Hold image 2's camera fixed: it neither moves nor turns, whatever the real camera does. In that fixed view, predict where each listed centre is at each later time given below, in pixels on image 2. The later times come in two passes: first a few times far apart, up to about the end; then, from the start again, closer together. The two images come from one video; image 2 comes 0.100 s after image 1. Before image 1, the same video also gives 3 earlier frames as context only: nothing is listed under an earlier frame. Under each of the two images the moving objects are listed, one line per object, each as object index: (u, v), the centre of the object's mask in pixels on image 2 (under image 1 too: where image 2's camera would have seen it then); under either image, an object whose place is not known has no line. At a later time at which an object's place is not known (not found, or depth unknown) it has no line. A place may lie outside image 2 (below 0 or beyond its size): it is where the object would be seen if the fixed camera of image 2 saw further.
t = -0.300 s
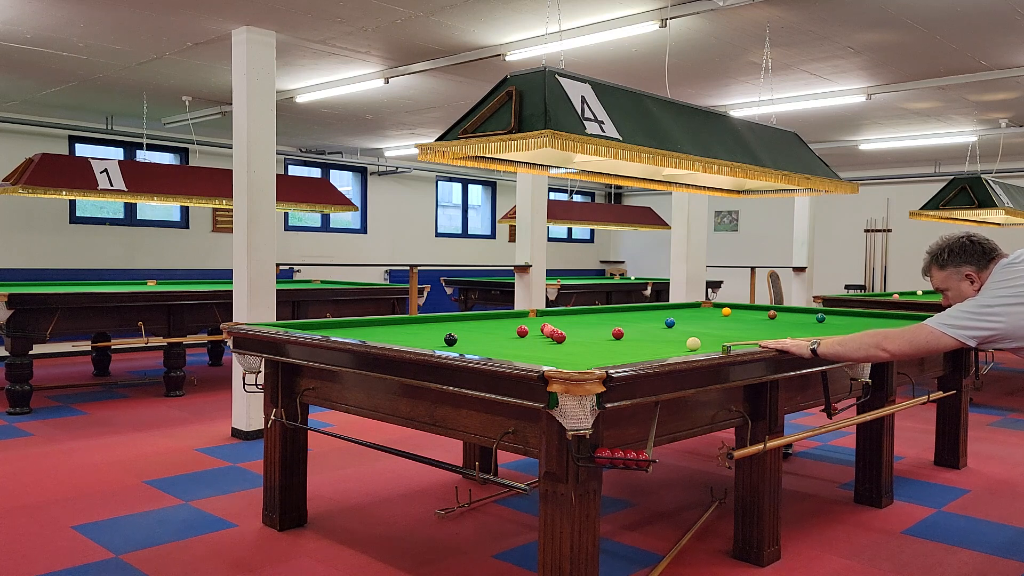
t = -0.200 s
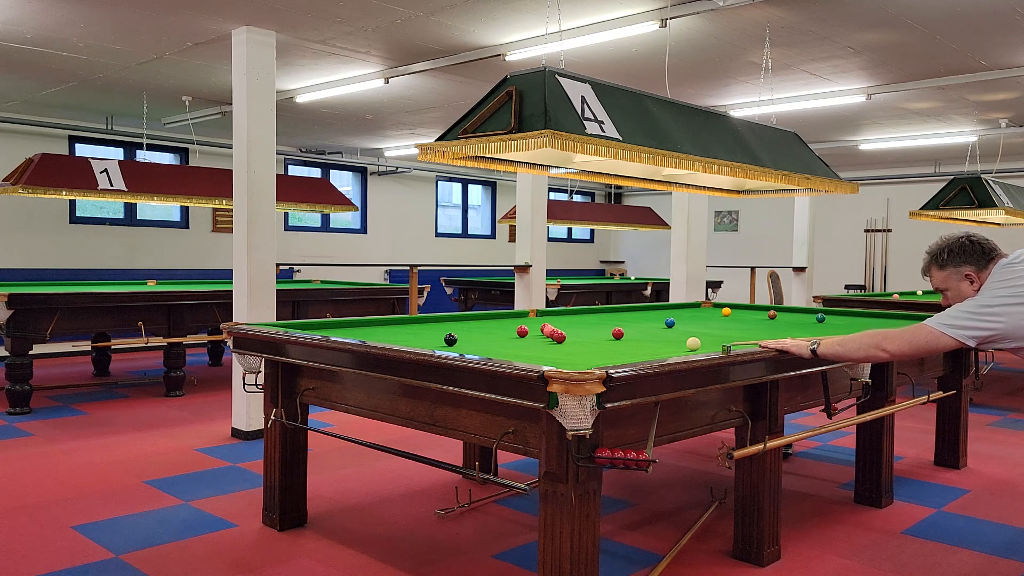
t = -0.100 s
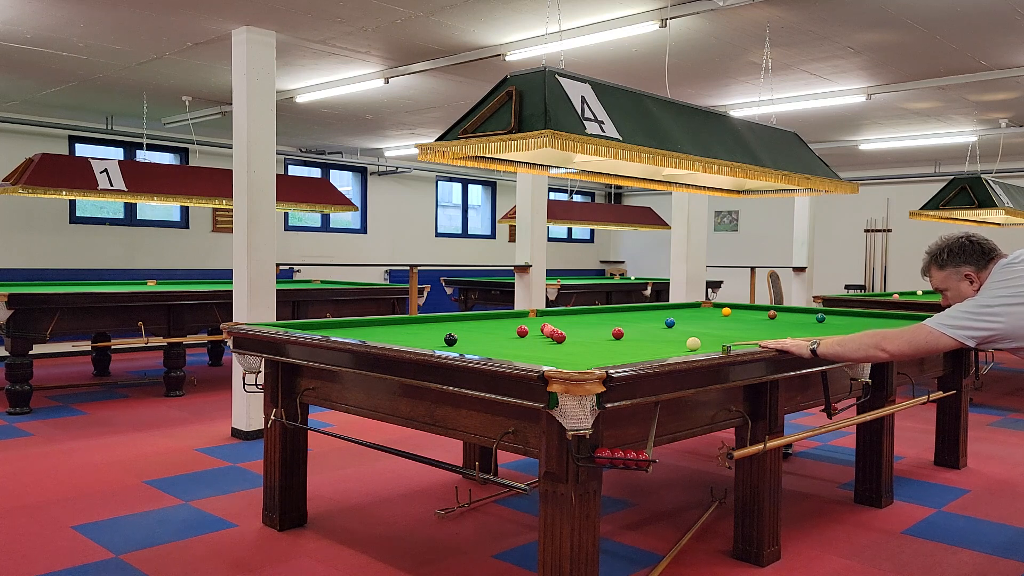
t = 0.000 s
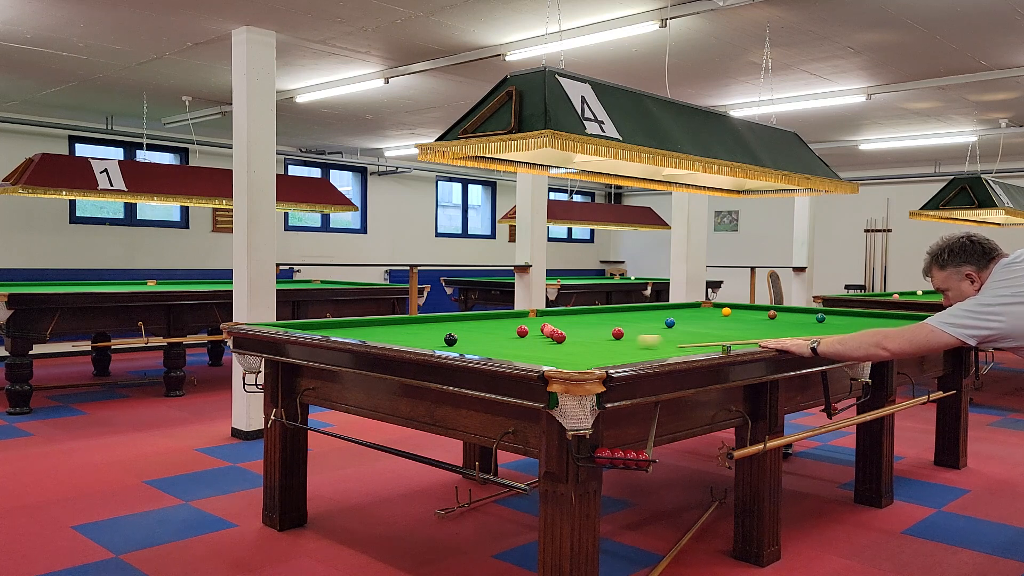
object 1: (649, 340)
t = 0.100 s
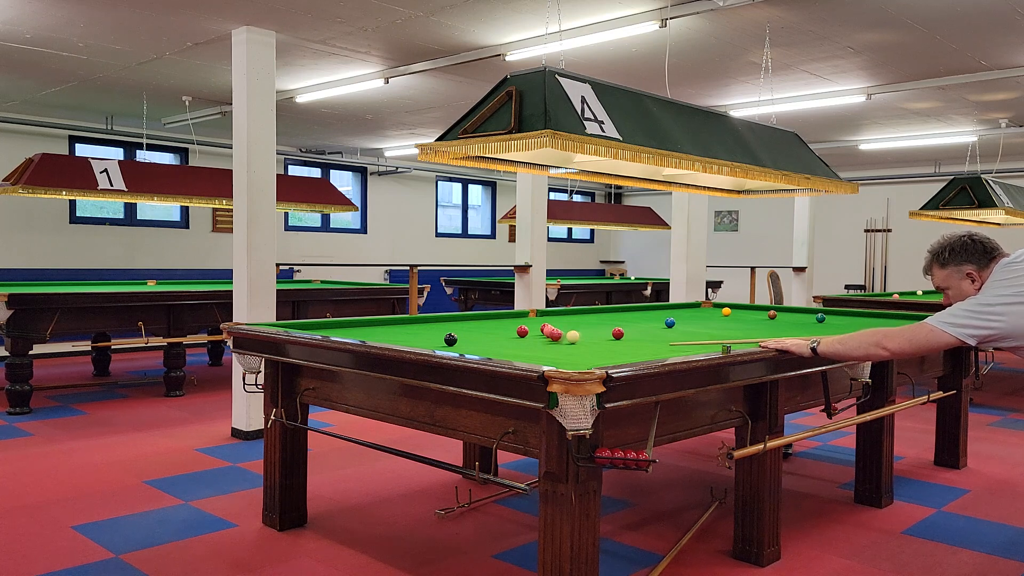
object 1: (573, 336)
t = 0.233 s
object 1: (576, 334)
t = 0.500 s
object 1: (587, 332)
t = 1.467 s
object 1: (617, 325)
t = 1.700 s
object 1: (623, 325)
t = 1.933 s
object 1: (628, 324)
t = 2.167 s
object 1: (632, 324)
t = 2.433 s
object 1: (636, 322)
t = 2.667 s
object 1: (640, 322)
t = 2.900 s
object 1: (643, 321)
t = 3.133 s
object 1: (645, 321)
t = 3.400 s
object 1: (647, 320)
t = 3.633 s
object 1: (649, 320)
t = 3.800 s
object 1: (648, 318)
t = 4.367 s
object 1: (652, 318)
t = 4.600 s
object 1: (652, 318)
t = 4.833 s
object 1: (652, 318)
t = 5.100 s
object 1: (652, 318)
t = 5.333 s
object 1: (652, 318)
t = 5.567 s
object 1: (652, 318)
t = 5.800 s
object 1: (652, 318)
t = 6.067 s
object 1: (652, 318)
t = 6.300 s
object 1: (652, 318)
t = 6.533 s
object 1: (652, 318)
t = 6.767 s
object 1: (652, 318)
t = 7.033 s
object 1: (652, 318)
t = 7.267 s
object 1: (652, 318)
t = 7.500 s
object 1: (652, 318)
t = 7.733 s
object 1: (652, 318)
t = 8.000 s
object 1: (652, 318)
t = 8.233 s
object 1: (652, 318)
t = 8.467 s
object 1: (652, 318)
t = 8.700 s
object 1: (652, 318)
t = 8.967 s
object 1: (652, 318)
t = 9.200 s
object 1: (652, 318)
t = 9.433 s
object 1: (652, 318)
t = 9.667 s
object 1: (652, 318)
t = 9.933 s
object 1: (652, 318)
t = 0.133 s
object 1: (572, 336)
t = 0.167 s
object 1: (573, 335)
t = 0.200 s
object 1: (573, 335)
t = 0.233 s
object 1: (576, 334)
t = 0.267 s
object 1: (577, 334)
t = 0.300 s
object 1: (579, 334)
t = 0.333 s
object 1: (580, 334)
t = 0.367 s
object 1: (582, 333)
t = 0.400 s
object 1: (583, 333)
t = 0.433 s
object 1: (585, 333)
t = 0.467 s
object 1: (586, 333)
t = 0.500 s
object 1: (587, 332)
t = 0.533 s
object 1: (589, 332)
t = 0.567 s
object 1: (590, 332)
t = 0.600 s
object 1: (591, 332)
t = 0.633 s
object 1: (592, 331)
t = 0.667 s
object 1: (594, 331)
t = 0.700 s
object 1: (595, 331)
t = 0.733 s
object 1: (596, 331)
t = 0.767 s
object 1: (597, 331)
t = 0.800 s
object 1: (598, 330)
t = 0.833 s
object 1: (599, 330)
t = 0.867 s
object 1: (600, 330)
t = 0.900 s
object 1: (601, 330)
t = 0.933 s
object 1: (602, 329)
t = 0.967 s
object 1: (603, 329)
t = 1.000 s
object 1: (604, 329)
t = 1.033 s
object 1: (605, 329)
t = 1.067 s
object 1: (606, 329)
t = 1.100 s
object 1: (607, 328)
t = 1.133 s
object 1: (608, 328)
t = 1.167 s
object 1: (609, 328)
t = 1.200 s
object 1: (610, 327)
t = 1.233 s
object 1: (611, 327)
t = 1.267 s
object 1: (611, 327)
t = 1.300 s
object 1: (612, 327)
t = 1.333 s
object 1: (613, 326)
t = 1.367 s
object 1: (614, 326)
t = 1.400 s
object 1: (615, 325)
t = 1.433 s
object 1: (616, 325)
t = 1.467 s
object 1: (617, 325)
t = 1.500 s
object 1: (618, 325)
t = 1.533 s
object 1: (619, 325)
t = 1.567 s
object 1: (620, 325)
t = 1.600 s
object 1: (621, 325)
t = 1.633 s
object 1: (622, 325)
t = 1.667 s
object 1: (622, 325)
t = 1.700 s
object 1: (623, 325)
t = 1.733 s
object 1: (624, 325)
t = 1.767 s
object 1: (625, 325)
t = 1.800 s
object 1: (625, 325)
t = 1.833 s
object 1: (626, 325)
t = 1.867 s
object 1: (626, 325)
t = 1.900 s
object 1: (627, 325)
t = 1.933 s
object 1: (628, 324)
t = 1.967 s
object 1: (628, 324)
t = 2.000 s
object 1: (629, 324)
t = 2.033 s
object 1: (630, 324)
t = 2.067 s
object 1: (630, 324)
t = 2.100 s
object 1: (631, 324)
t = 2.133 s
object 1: (631, 324)
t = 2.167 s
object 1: (632, 324)
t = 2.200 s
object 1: (633, 323)
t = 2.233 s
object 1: (633, 323)
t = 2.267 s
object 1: (634, 323)
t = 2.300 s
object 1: (635, 323)
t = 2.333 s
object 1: (635, 323)
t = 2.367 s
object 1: (635, 323)
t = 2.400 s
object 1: (636, 323)
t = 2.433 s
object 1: (636, 322)
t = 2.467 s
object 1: (637, 322)
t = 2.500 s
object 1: (638, 322)
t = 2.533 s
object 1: (638, 322)
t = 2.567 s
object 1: (638, 322)
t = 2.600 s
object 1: (639, 322)
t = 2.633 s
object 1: (639, 322)
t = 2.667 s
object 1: (640, 322)
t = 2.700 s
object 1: (640, 322)
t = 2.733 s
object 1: (641, 322)
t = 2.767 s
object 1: (641, 322)
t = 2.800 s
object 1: (641, 321)
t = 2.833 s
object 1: (642, 321)
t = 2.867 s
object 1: (642, 321)
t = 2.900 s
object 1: (643, 321)
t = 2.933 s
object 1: (643, 321)
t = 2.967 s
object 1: (643, 321)
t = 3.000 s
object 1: (644, 321)
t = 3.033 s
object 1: (644, 321)
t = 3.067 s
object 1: (645, 321)
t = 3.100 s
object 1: (645, 321)
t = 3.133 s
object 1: (645, 321)
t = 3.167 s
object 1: (645, 321)
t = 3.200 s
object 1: (646, 320)
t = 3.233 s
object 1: (646, 320)
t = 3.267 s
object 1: (646, 320)
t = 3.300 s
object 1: (647, 320)
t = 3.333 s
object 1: (647, 320)
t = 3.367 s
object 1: (647, 320)
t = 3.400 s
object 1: (647, 320)
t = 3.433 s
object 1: (648, 320)
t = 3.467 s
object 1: (648, 320)
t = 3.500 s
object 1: (648, 320)
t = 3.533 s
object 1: (649, 320)
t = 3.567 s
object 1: (650, 319)
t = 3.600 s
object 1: (649, 320)
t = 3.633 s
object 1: (649, 320)
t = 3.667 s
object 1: (650, 320)
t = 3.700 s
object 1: (650, 320)
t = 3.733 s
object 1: (650, 319)
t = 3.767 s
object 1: (650, 319)
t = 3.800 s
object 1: (648, 318)
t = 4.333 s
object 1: (652, 318)
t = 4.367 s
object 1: (652, 318)
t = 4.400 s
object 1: (652, 318)
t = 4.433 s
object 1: (652, 318)
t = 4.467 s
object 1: (652, 318)
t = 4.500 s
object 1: (652, 318)
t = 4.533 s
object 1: (652, 318)
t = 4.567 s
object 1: (652, 318)
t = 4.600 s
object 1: (652, 318)
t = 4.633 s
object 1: (652, 318)
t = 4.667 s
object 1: (652, 318)
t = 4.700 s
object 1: (652, 318)
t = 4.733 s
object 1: (652, 318)
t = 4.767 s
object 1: (652, 318)
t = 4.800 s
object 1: (652, 318)
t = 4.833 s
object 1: (652, 318)
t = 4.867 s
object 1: (652, 318)
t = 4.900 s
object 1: (652, 318)
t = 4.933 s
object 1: (652, 318)
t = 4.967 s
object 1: (652, 318)
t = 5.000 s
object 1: (652, 318)
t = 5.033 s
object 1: (652, 318)
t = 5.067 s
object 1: (652, 318)
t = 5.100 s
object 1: (652, 318)
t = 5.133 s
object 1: (652, 318)
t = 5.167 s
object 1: (652, 318)
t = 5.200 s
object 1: (652, 318)
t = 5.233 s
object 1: (652, 318)
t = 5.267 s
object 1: (652, 318)
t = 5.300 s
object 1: (652, 318)
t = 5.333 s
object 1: (652, 318)
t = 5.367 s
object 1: (652, 318)
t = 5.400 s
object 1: (652, 318)
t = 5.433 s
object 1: (652, 318)
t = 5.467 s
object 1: (652, 318)
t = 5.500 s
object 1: (652, 318)
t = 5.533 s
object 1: (652, 318)
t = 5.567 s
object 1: (652, 318)
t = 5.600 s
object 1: (652, 318)
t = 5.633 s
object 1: (652, 318)
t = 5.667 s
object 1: (652, 318)
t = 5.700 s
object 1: (652, 318)
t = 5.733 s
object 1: (652, 318)
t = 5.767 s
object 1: (652, 318)
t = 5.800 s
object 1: (652, 318)
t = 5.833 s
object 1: (652, 318)
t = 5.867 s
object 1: (652, 318)
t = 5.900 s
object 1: (652, 318)
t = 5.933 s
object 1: (652, 318)
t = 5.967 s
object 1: (652, 318)
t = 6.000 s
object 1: (652, 318)
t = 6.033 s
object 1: (652, 318)
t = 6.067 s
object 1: (652, 318)
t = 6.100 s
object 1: (652, 318)
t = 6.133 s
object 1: (652, 318)
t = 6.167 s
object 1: (652, 318)
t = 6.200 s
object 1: (652, 318)
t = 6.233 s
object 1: (652, 318)
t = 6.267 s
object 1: (652, 318)
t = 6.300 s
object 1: (652, 318)
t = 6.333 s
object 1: (652, 318)
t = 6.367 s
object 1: (652, 318)
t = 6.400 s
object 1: (652, 318)
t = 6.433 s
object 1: (652, 318)
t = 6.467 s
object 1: (652, 318)
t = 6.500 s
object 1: (652, 318)
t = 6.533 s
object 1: (652, 318)
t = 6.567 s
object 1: (652, 318)
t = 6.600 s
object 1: (652, 318)
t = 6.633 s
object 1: (652, 318)
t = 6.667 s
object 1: (652, 318)
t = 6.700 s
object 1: (652, 318)
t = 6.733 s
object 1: (652, 318)
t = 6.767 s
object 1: (652, 318)
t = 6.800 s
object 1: (652, 318)
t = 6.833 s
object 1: (652, 318)
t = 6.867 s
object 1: (652, 318)
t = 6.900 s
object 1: (652, 318)
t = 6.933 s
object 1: (652, 318)
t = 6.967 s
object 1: (652, 318)
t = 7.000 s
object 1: (652, 318)
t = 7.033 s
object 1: (652, 318)
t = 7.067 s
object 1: (652, 318)
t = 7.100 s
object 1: (652, 318)
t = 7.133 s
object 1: (652, 318)
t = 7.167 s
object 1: (652, 318)
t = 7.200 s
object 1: (652, 318)
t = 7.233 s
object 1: (652, 318)
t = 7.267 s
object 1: (652, 318)
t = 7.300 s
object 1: (652, 318)
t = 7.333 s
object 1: (652, 318)
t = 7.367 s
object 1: (652, 318)
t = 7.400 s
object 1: (652, 318)
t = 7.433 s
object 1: (652, 318)
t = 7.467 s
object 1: (652, 318)
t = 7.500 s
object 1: (652, 318)
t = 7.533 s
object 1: (652, 318)
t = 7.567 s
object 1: (652, 318)
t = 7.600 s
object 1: (652, 318)
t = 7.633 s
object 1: (652, 318)
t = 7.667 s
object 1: (652, 318)
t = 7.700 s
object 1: (652, 318)
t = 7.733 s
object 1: (652, 318)
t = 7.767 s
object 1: (652, 318)
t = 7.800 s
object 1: (652, 318)
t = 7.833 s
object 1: (652, 318)
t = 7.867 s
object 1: (652, 318)
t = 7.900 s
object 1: (652, 318)
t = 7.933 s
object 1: (652, 318)
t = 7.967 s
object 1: (652, 318)
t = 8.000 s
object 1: (652, 318)
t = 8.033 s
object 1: (652, 318)
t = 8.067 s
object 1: (652, 318)
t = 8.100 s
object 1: (652, 318)
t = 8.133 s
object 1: (652, 318)
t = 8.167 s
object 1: (652, 318)
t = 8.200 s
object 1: (652, 318)
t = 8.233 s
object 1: (652, 318)
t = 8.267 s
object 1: (652, 318)
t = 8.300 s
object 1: (652, 318)
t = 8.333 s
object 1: (652, 318)
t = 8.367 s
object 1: (652, 318)
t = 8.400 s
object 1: (652, 318)
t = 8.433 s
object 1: (652, 318)
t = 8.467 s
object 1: (652, 318)
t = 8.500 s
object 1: (652, 318)
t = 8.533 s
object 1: (652, 318)
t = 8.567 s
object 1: (652, 318)
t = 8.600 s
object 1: (652, 318)
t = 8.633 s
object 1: (652, 318)
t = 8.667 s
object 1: (652, 318)
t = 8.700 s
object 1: (652, 318)
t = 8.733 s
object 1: (652, 318)
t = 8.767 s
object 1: (652, 318)
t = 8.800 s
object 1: (652, 318)
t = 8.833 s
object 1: (652, 318)
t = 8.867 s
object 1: (652, 318)
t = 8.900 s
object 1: (652, 318)
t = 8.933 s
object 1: (652, 318)
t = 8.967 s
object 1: (652, 318)
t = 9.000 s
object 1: (652, 318)
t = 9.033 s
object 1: (652, 318)
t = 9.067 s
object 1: (652, 318)
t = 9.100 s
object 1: (652, 318)
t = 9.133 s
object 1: (652, 318)
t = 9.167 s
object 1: (652, 318)
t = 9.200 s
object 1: (652, 318)
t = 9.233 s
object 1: (652, 318)
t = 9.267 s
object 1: (652, 318)
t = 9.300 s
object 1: (652, 318)
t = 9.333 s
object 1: (652, 318)
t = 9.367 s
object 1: (652, 318)
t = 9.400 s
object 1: (652, 318)
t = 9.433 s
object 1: (652, 318)
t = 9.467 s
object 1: (652, 318)
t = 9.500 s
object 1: (652, 318)
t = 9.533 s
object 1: (652, 318)
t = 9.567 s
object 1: (652, 318)
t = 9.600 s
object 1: (652, 318)
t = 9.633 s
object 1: (652, 318)
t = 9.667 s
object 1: (652, 318)
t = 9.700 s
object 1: (652, 318)
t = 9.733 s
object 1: (652, 318)
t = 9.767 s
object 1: (652, 318)
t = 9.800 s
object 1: (652, 318)
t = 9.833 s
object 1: (652, 318)
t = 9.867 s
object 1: (652, 318)
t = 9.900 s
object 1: (652, 318)
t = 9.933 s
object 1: (652, 318)
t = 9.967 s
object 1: (652, 318)
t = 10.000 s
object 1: (652, 318)
